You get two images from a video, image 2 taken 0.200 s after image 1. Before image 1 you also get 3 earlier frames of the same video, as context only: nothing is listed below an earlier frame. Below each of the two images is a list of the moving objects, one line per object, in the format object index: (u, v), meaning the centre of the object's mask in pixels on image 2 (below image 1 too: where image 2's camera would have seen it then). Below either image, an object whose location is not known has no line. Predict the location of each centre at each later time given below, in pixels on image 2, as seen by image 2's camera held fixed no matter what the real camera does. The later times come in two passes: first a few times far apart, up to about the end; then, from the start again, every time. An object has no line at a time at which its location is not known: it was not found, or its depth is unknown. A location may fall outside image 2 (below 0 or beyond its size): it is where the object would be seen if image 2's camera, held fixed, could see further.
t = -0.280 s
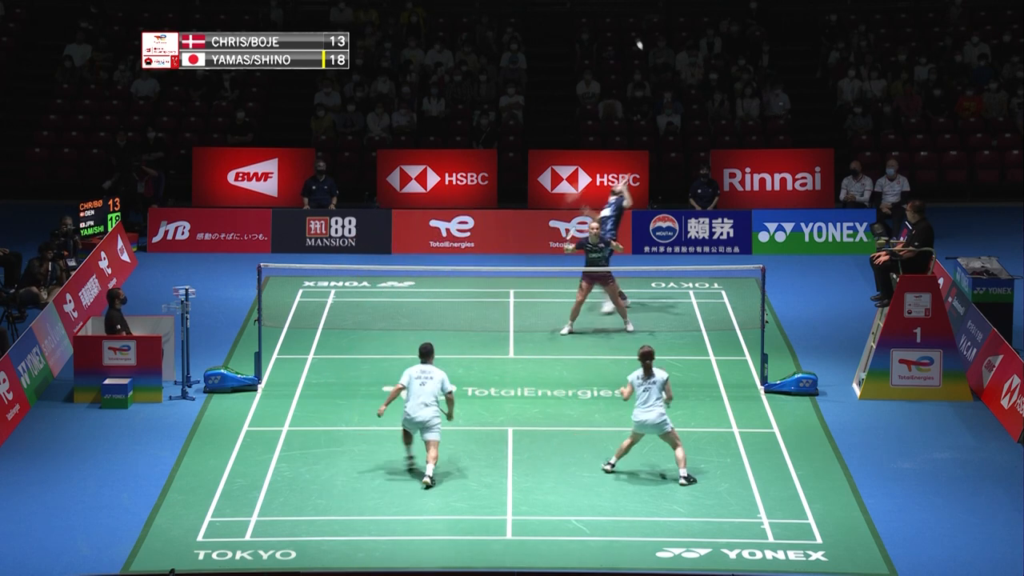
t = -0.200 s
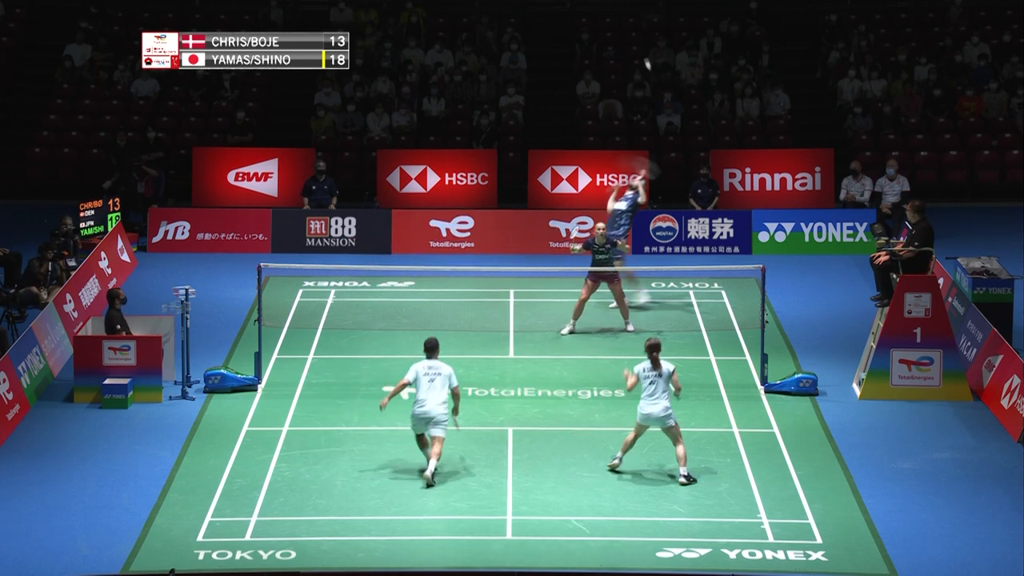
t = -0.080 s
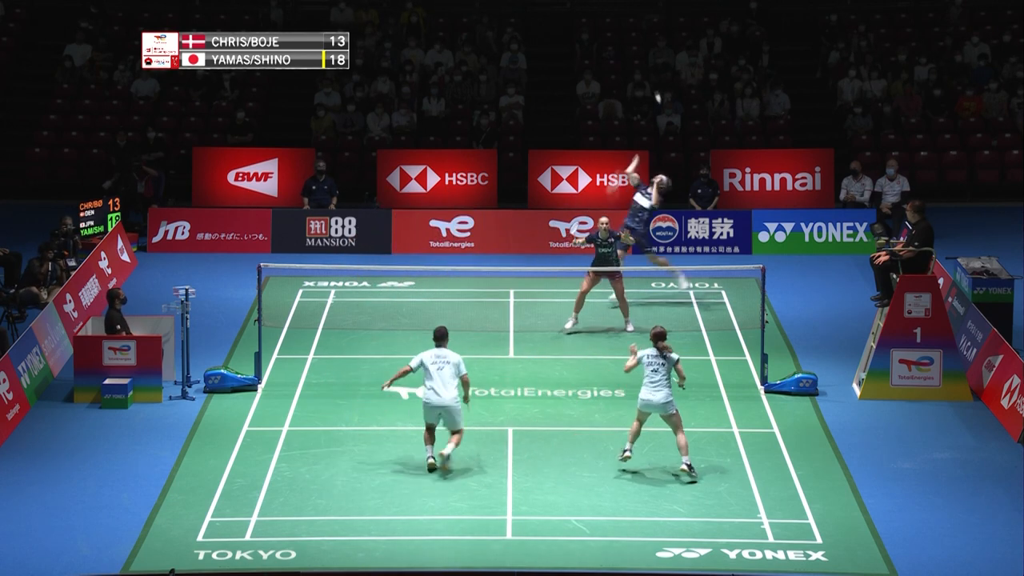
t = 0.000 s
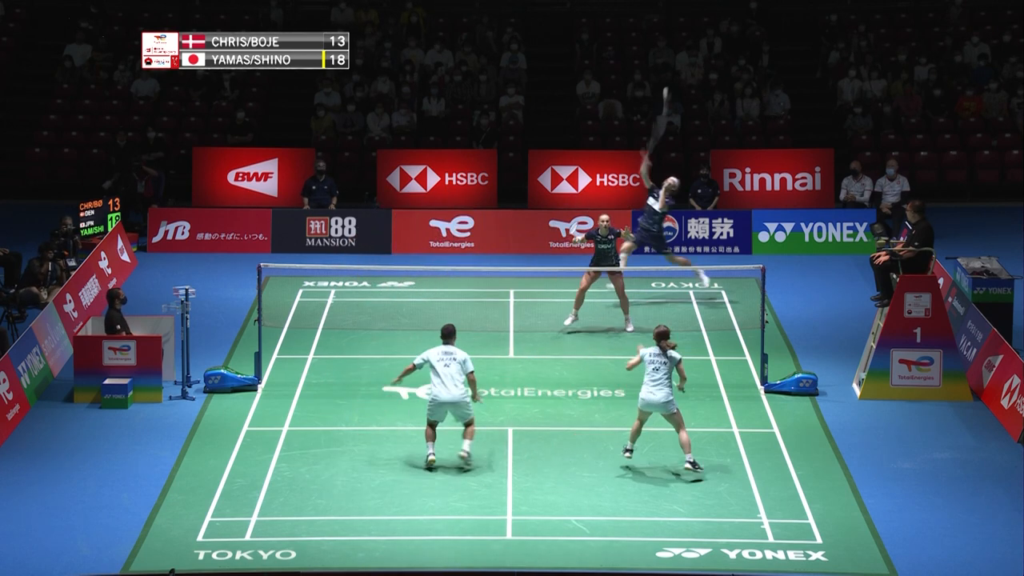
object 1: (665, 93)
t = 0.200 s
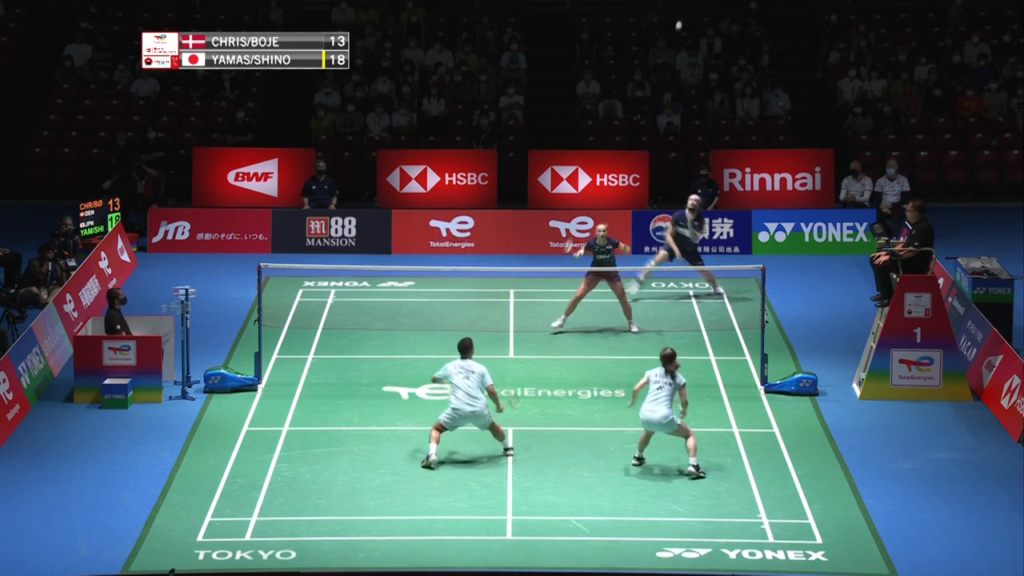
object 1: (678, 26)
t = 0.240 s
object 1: (680, 20)
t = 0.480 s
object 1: (686, 18)
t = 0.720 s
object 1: (688, 60)
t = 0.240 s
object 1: (680, 20)
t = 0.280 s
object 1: (682, 16)
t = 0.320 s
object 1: (683, 13)
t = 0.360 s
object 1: (684, 12)
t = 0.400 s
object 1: (685, 13)
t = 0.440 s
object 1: (686, 15)
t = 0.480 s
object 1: (686, 18)
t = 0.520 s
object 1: (687, 22)
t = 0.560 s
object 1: (688, 27)
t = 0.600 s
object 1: (688, 33)
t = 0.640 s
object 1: (688, 41)
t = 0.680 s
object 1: (688, 50)
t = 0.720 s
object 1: (688, 60)
